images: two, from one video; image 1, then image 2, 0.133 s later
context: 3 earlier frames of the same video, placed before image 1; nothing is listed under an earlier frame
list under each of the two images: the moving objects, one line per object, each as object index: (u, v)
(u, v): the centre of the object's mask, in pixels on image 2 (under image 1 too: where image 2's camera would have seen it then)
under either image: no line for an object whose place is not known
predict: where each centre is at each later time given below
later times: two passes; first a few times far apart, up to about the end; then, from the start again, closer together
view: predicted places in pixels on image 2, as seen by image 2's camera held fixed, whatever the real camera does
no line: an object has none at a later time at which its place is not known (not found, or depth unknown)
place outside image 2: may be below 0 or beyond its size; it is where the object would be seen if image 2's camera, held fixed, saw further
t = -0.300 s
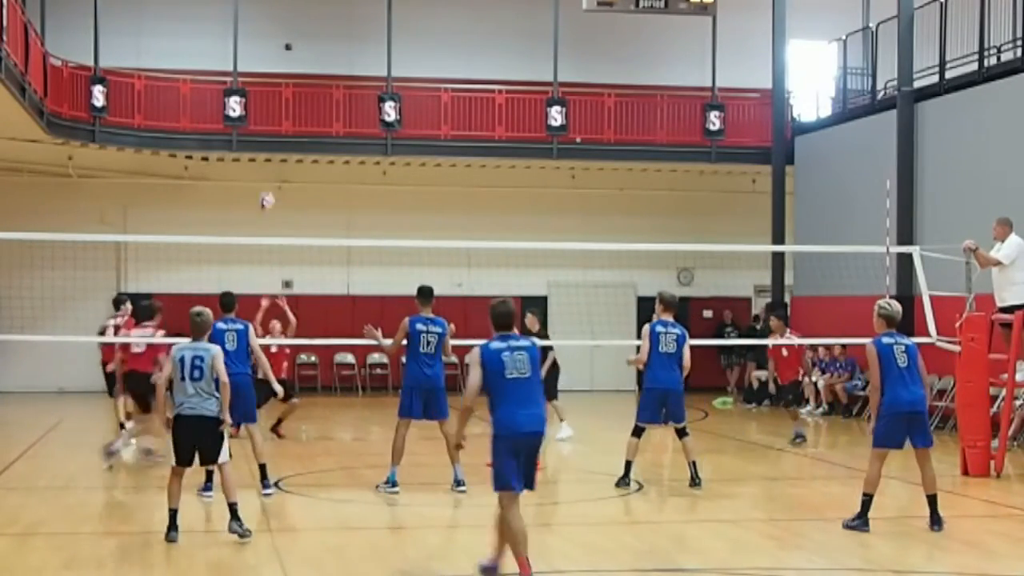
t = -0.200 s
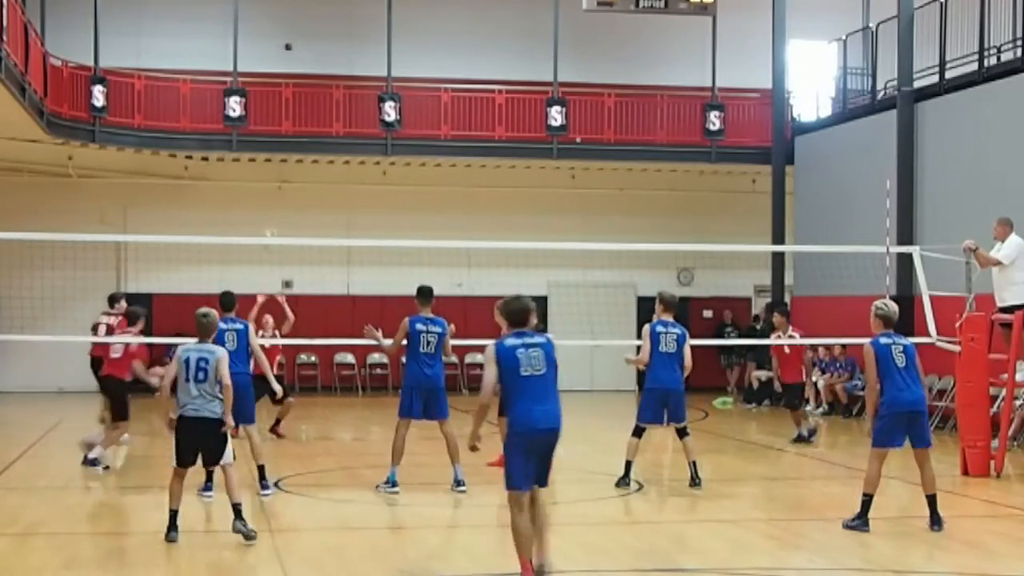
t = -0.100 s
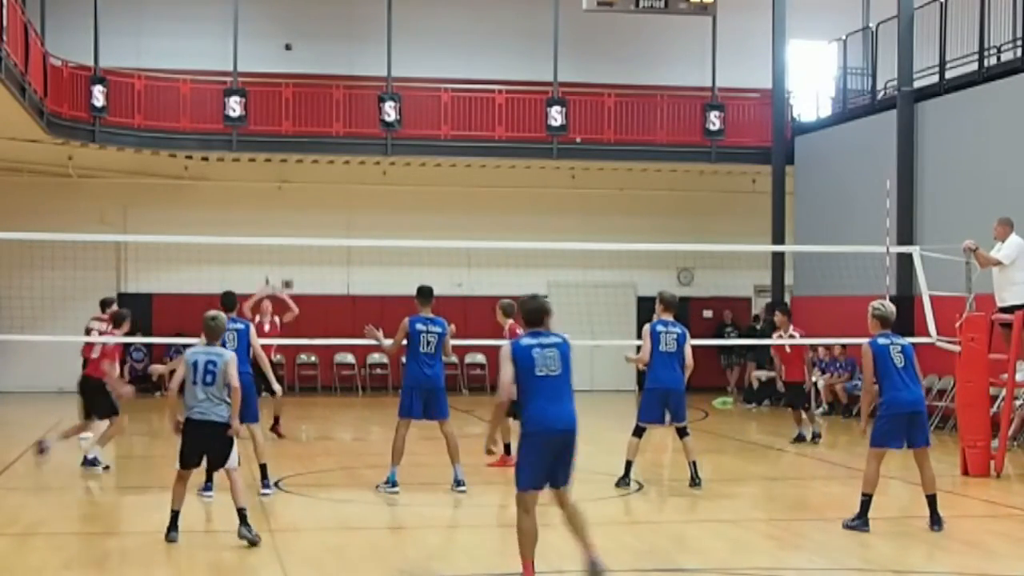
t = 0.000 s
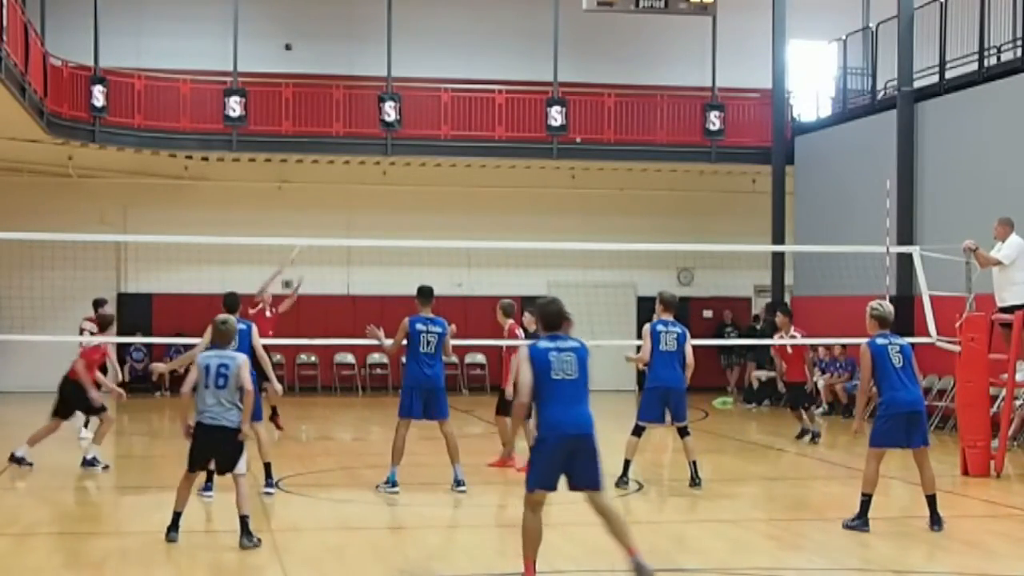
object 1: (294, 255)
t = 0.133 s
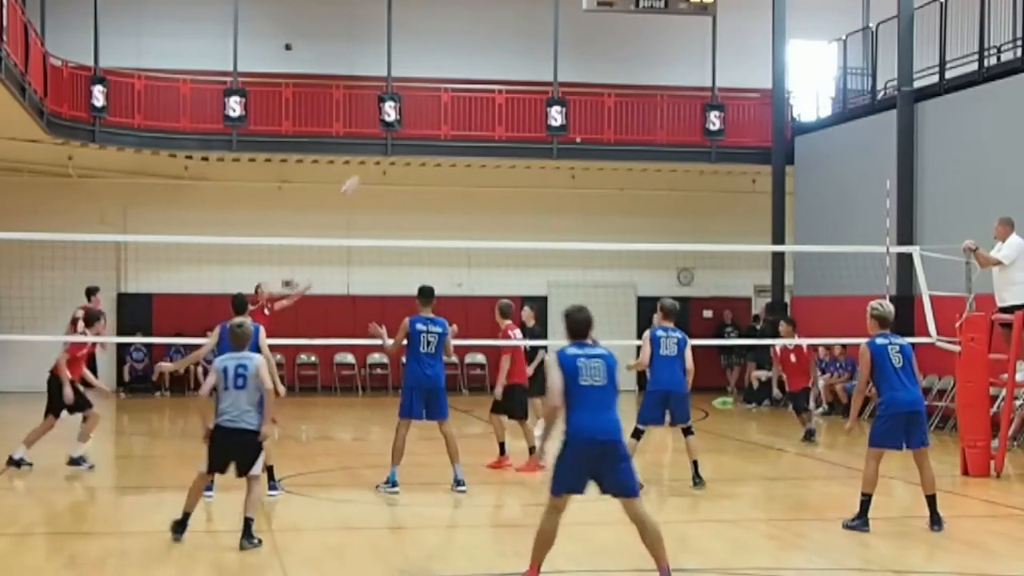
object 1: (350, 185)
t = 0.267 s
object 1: (401, 135)
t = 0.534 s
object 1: (502, 72)
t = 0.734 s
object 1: (575, 61)
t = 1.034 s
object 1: (683, 103)
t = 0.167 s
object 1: (363, 170)
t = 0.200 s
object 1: (376, 157)
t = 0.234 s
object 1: (389, 146)
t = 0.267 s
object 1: (401, 135)
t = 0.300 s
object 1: (415, 123)
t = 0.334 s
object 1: (427, 113)
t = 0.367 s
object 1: (440, 105)
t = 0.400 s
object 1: (453, 96)
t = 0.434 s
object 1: (466, 88)
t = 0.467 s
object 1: (478, 82)
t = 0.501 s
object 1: (490, 77)
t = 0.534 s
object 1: (502, 72)
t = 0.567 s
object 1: (514, 68)
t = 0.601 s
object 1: (526, 65)
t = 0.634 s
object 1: (539, 63)
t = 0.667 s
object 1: (551, 60)
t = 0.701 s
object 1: (563, 60)
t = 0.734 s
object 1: (575, 61)
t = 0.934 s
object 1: (648, 82)
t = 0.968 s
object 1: (660, 88)
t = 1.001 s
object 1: (671, 95)
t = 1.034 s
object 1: (683, 103)
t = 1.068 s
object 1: (695, 113)
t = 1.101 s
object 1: (707, 123)
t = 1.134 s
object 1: (719, 135)
